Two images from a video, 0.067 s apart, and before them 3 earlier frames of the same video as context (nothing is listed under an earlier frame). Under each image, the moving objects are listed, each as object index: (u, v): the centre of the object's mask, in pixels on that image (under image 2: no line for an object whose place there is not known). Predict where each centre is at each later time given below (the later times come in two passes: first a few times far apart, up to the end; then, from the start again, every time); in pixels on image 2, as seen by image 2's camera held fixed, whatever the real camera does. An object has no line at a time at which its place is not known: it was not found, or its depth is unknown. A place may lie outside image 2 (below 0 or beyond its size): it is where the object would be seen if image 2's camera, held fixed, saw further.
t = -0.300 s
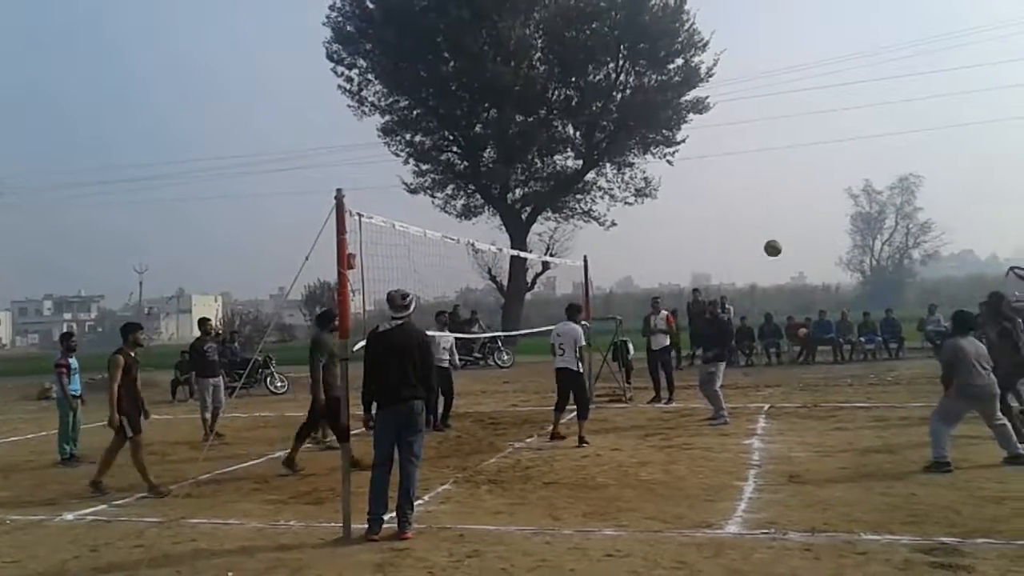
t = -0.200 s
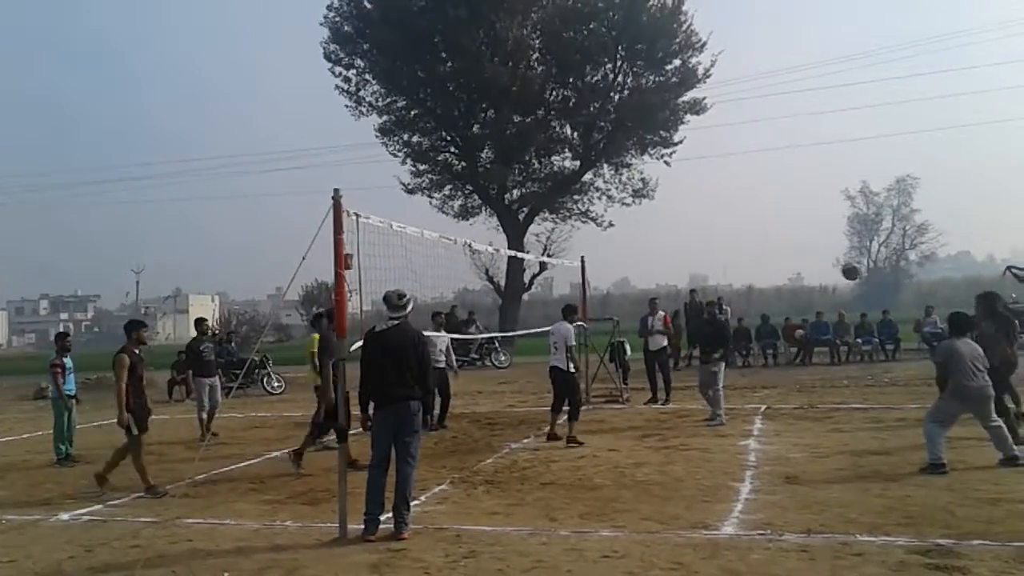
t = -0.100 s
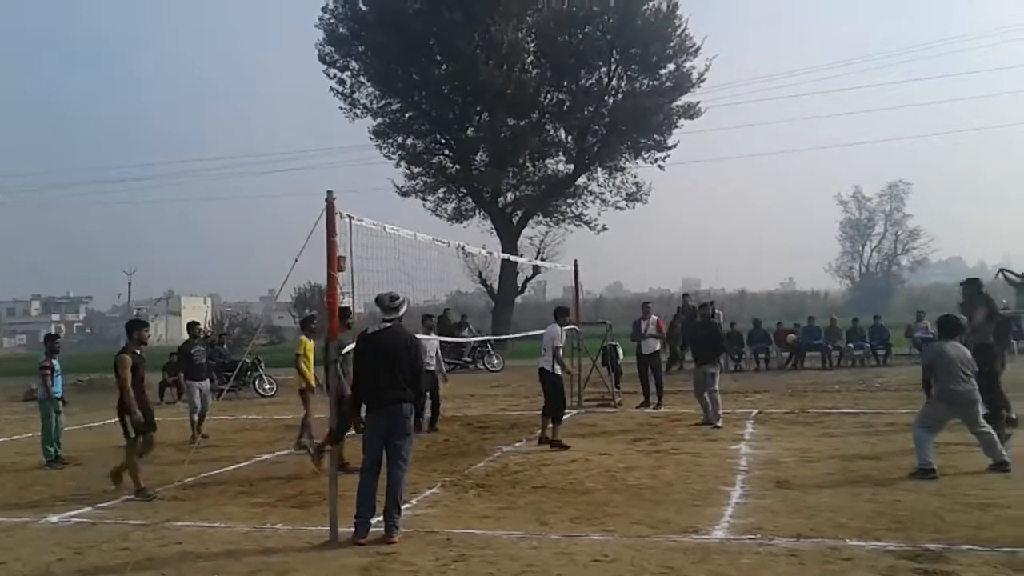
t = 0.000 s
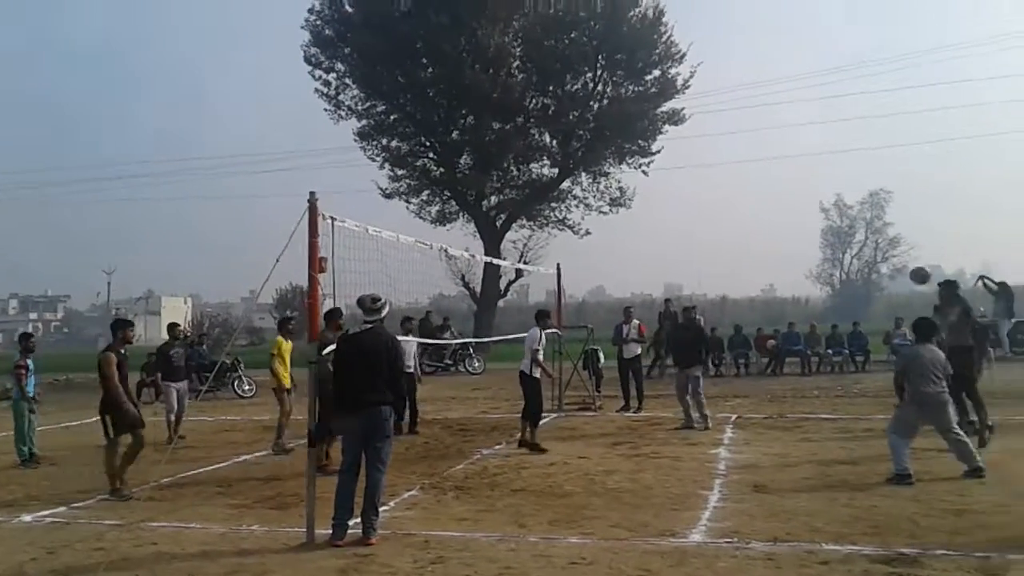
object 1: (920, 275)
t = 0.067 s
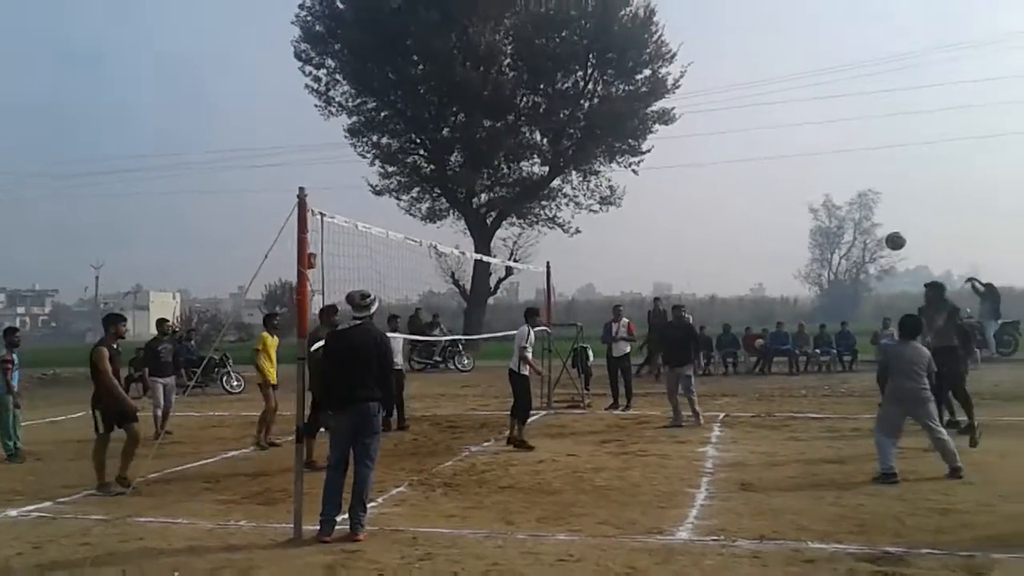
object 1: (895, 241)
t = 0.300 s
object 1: (855, 147)
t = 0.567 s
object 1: (814, 93)
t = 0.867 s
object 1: (769, 109)
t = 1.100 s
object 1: (736, 193)
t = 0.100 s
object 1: (889, 225)
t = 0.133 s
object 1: (884, 210)
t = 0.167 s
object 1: (878, 196)
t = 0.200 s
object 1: (872, 183)
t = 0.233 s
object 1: (866, 170)
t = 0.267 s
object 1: (861, 158)
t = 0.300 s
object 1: (855, 147)
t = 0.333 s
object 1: (850, 137)
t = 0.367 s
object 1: (845, 128)
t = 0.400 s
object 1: (840, 120)
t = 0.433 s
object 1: (834, 113)
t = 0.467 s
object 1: (829, 106)
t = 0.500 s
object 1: (824, 100)
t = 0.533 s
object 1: (819, 96)
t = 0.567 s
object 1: (814, 93)
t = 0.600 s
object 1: (809, 91)
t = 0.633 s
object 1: (804, 89)
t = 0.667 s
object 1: (799, 88)
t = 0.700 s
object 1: (794, 89)
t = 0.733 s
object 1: (789, 91)
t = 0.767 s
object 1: (785, 94)
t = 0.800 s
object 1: (779, 98)
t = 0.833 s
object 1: (774, 103)
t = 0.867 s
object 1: (769, 109)
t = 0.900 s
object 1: (765, 117)
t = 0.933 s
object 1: (760, 126)
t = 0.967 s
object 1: (755, 137)
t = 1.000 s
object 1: (750, 149)
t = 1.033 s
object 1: (745, 162)
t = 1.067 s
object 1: (740, 176)
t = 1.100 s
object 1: (736, 193)
